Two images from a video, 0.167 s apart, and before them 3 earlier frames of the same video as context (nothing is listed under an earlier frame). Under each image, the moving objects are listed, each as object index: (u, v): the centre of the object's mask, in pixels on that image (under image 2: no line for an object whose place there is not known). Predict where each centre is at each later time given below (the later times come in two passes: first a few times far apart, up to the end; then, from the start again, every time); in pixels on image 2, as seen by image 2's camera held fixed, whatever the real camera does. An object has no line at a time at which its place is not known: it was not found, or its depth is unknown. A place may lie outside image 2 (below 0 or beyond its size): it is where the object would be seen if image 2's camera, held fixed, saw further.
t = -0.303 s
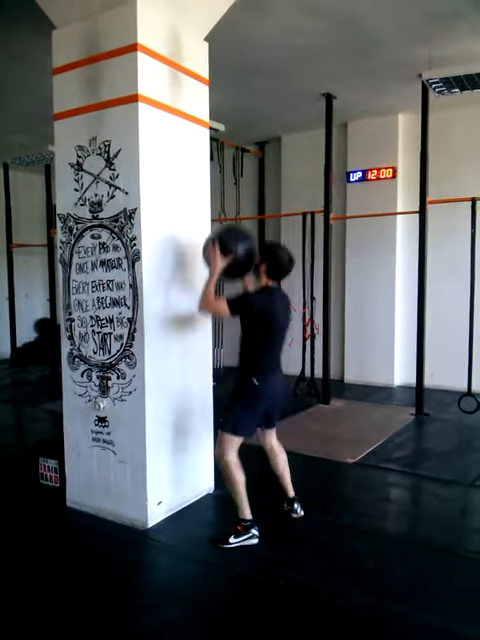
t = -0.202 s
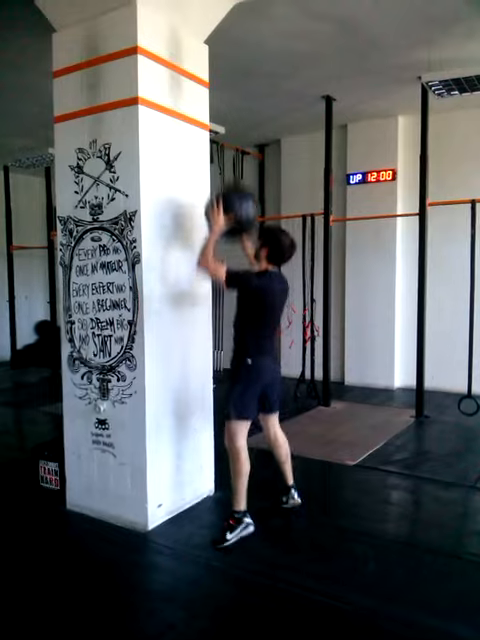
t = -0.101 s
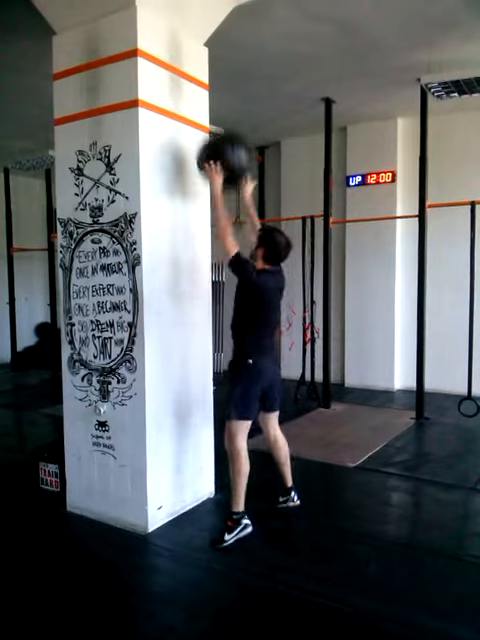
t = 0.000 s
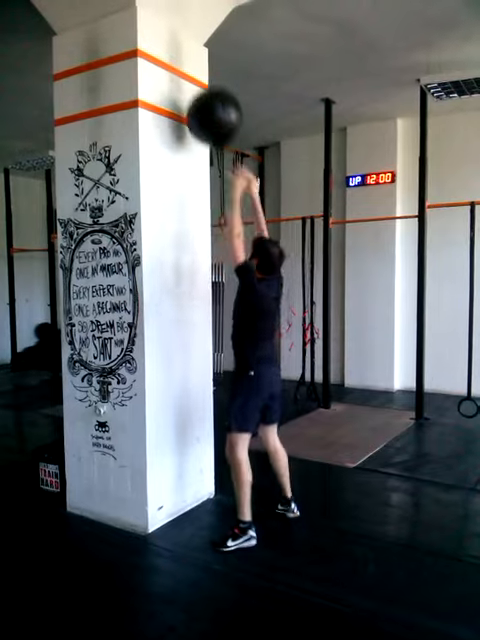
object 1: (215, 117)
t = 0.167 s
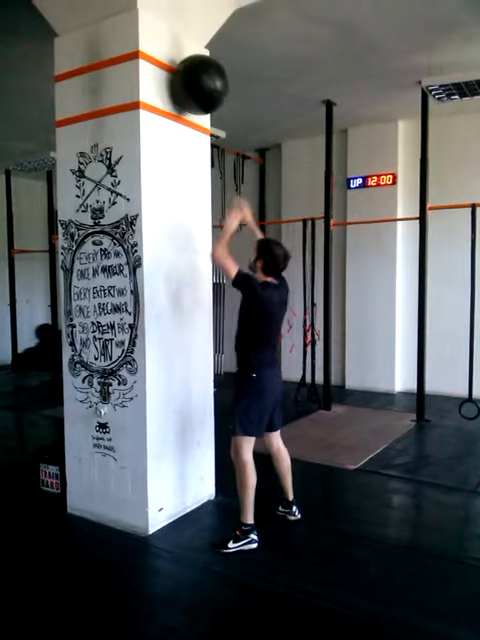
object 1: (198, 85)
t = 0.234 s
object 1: (199, 84)
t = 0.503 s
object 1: (216, 144)
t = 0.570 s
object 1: (221, 176)
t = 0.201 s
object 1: (198, 84)
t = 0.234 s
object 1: (199, 84)
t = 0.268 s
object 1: (201, 85)
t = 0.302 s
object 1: (202, 89)
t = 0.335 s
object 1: (204, 93)
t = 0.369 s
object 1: (208, 100)
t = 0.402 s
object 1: (211, 108)
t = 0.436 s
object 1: (212, 118)
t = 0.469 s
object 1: (214, 130)
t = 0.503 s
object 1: (216, 144)
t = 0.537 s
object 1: (219, 159)
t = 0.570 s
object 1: (221, 176)
